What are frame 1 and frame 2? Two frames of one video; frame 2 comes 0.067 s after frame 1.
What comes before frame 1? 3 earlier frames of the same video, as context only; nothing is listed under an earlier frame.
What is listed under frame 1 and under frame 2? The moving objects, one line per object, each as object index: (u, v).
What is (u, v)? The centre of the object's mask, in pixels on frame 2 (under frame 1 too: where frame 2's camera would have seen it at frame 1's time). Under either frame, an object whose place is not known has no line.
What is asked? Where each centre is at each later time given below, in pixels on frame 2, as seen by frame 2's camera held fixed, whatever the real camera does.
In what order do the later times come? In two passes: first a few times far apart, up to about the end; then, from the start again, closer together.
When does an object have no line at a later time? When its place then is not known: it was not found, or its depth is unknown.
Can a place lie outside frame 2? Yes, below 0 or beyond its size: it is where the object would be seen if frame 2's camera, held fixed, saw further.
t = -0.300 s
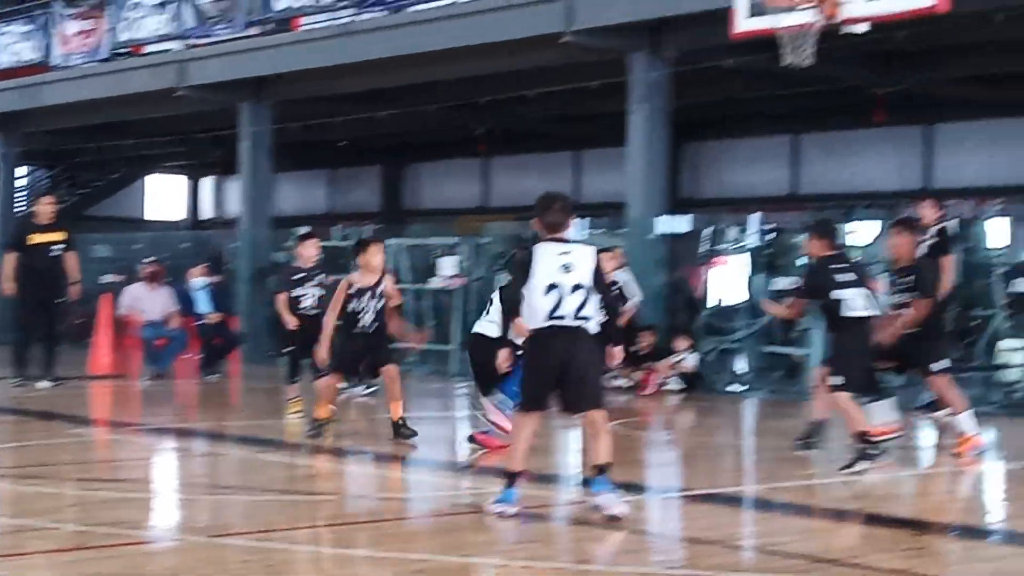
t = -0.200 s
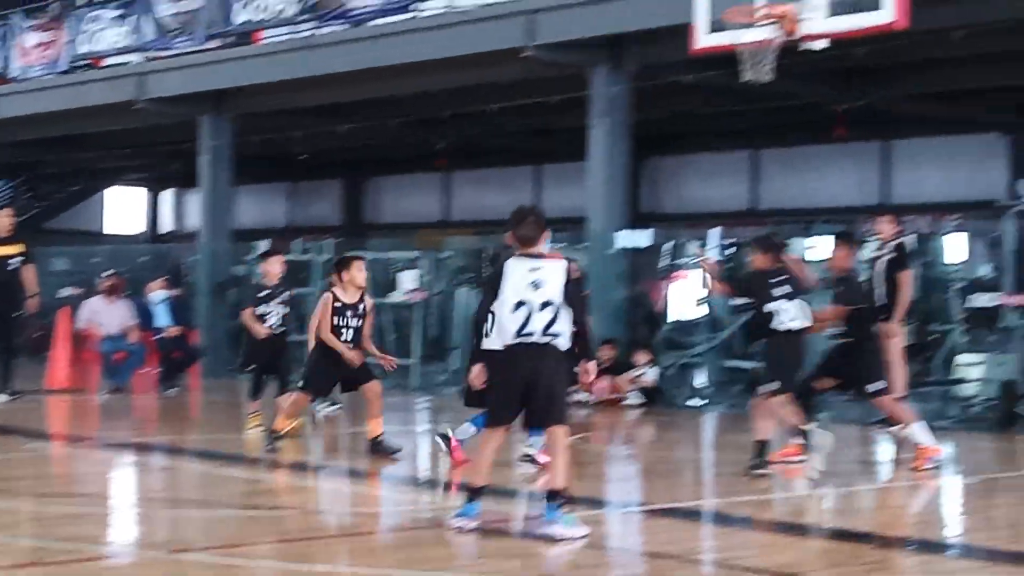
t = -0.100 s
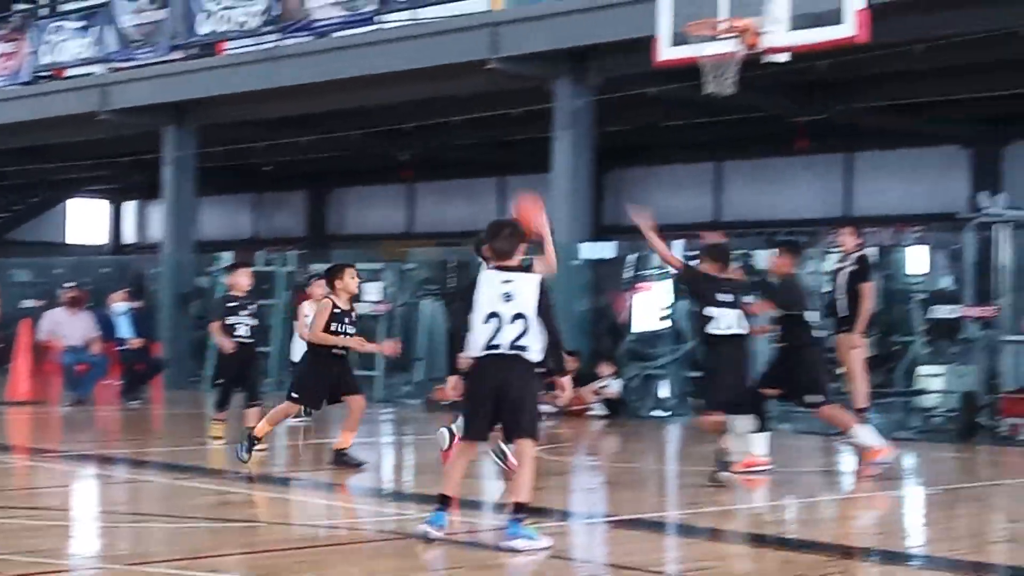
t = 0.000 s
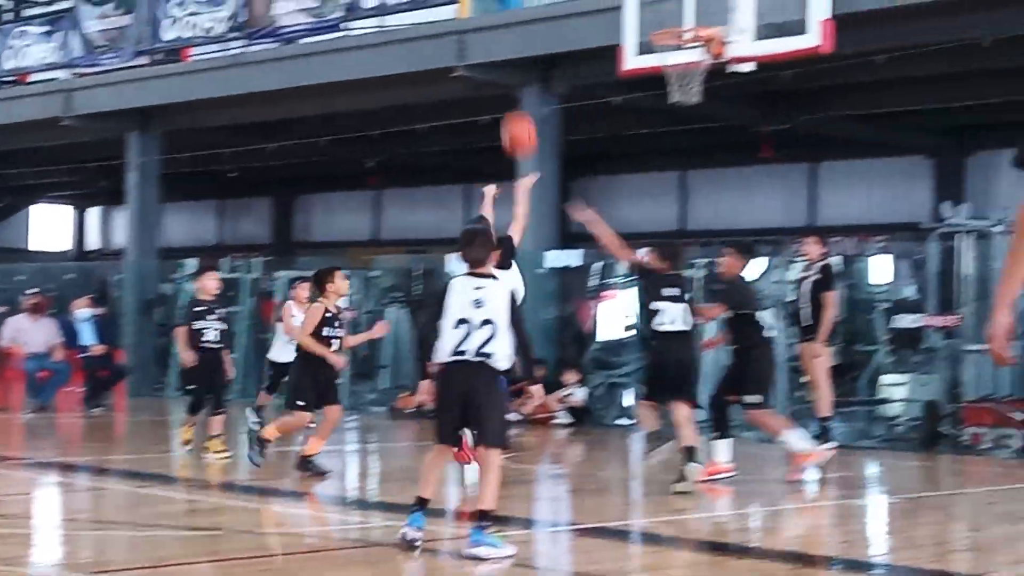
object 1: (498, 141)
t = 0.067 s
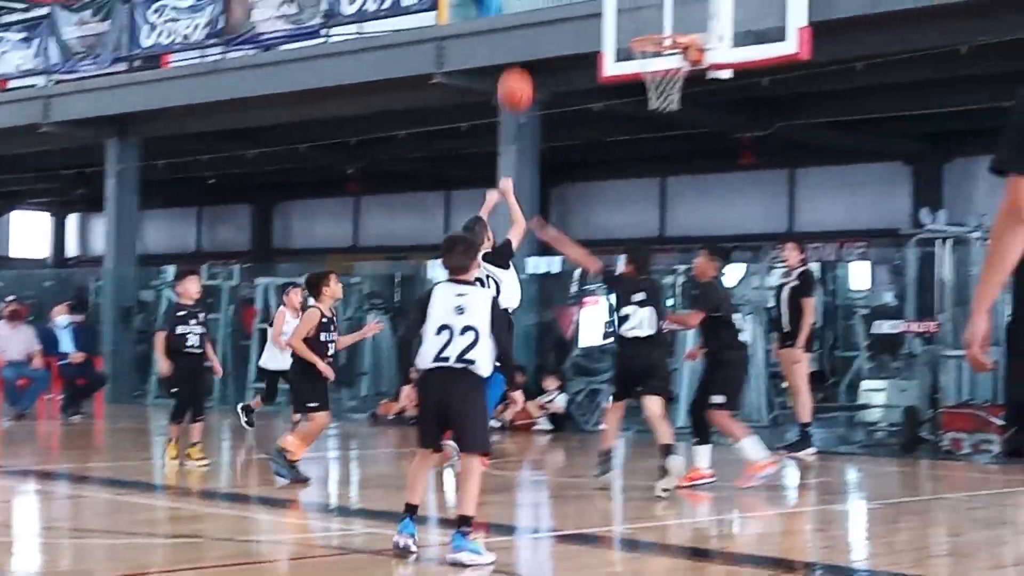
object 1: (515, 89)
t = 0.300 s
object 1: (565, -20)
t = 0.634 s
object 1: (628, -34)
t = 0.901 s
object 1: (669, 23)
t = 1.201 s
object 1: (647, -2)
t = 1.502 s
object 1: (649, 21)
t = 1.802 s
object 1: (679, 92)
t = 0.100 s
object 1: (523, 68)
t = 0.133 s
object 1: (531, 47)
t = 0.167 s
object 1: (538, 28)
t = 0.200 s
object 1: (546, 11)
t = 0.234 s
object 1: (553, -3)
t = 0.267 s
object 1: (559, -14)
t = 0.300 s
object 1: (565, -20)
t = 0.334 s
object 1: (573, -25)
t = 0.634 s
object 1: (628, -34)
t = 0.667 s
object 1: (634, -31)
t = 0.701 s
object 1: (640, -28)
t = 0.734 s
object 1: (645, -20)
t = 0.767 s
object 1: (649, -9)
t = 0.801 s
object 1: (654, 2)
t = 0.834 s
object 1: (659, 17)
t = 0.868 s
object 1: (665, 26)
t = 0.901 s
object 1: (669, 23)
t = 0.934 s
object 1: (671, 15)
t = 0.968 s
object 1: (667, 7)
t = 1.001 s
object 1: (665, 2)
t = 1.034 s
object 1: (662, -3)
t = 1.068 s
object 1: (659, -6)
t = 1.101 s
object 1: (656, -7)
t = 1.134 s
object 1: (653, -7)
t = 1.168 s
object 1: (650, -5)
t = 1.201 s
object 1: (647, -2)
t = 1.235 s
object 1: (644, 2)
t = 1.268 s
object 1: (640, 7)
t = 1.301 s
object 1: (638, 16)
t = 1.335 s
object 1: (635, 23)
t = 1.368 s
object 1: (636, 24)
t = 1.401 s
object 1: (639, 22)
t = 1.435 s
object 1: (642, 20)
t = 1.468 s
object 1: (646, 20)
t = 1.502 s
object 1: (649, 21)
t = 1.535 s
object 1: (652, 22)
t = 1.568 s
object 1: (656, 25)
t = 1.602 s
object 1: (660, 35)
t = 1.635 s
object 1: (661, 42)
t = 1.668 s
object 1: (663, 49)
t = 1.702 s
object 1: (670, 59)
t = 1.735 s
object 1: (676, 71)
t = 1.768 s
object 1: (678, 83)
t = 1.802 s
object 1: (679, 92)
